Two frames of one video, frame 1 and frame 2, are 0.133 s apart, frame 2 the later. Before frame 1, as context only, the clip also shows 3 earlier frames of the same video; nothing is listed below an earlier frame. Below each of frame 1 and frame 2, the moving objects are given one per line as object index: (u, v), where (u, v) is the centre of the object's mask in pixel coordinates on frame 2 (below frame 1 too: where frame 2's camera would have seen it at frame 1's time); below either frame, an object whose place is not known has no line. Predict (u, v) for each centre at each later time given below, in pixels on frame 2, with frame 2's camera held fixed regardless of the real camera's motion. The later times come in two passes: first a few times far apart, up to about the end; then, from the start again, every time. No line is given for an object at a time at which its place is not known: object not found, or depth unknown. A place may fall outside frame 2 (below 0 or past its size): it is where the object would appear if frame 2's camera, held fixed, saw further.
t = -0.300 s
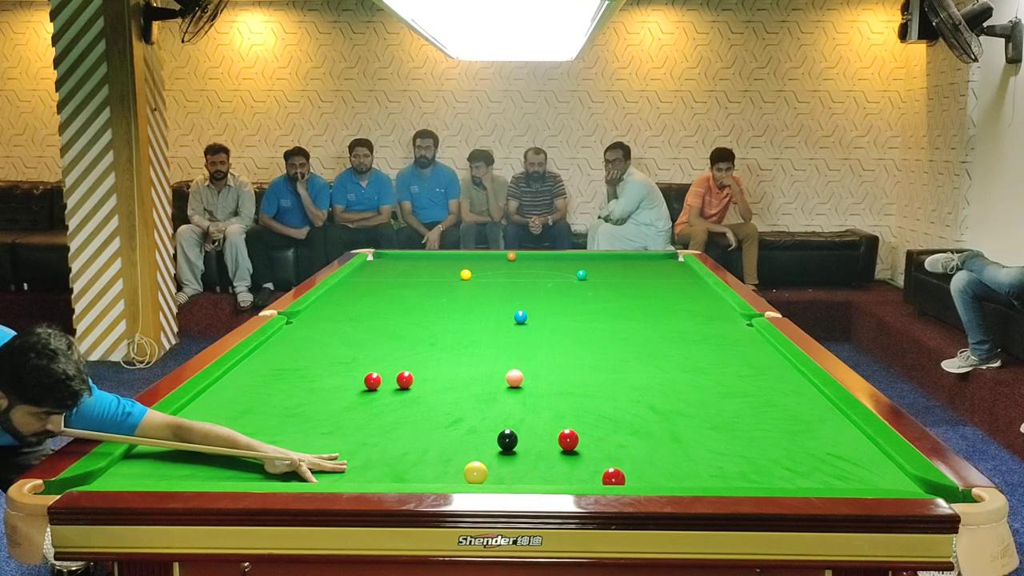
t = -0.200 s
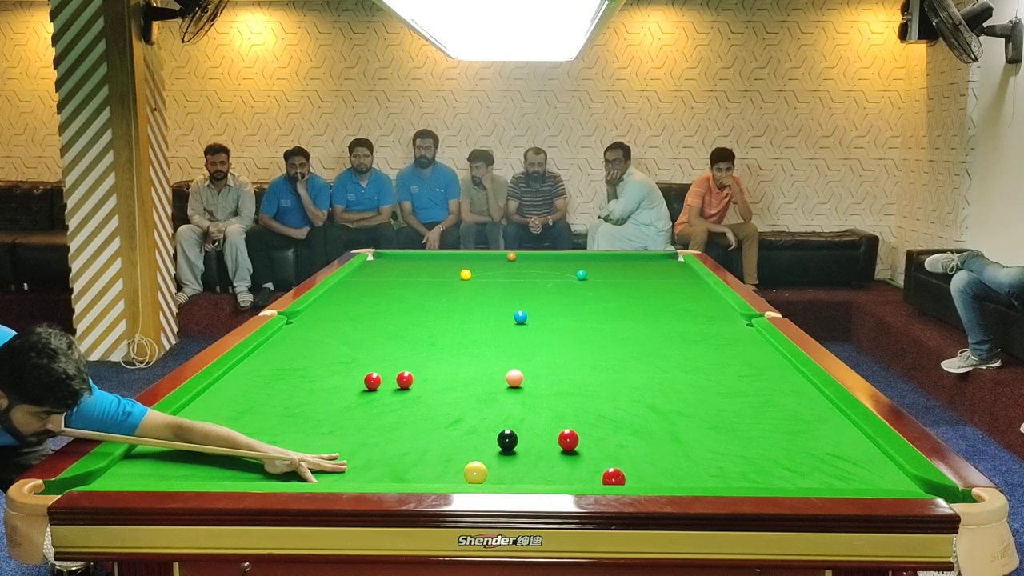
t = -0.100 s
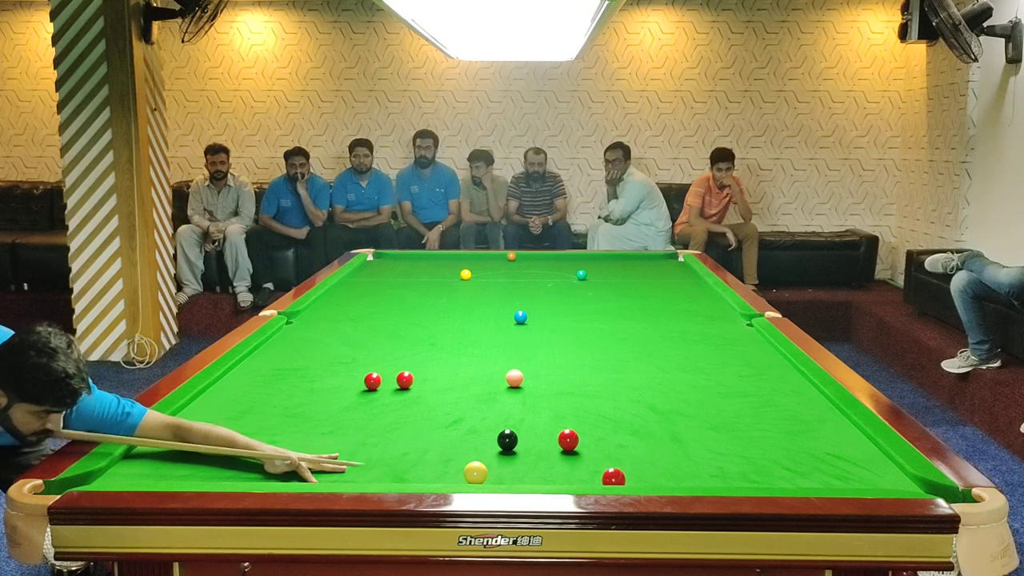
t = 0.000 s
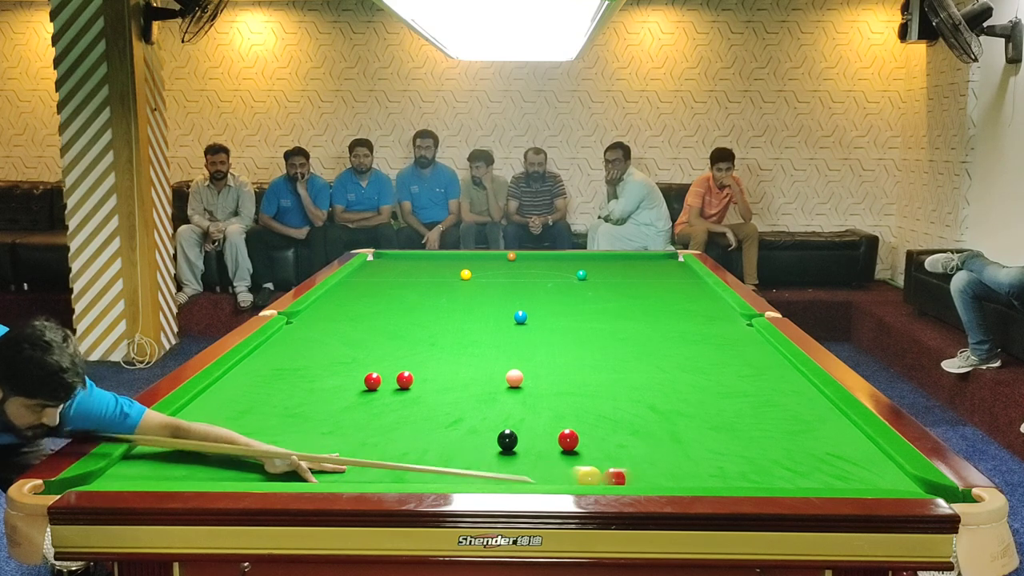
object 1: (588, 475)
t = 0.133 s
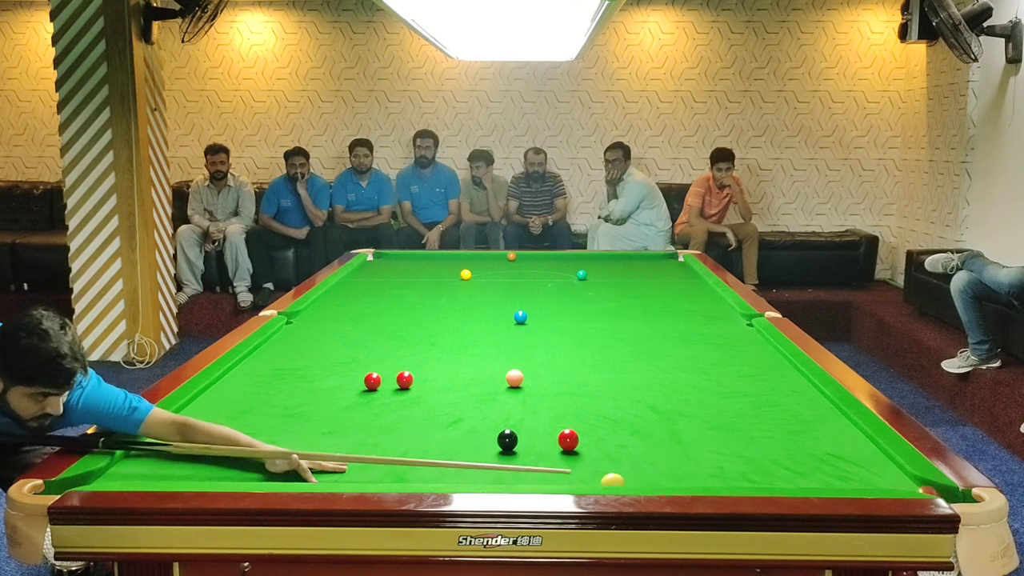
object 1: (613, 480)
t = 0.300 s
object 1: (667, 478)
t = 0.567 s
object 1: (774, 476)
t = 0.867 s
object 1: (890, 473)
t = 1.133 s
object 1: (827, 459)
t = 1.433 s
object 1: (766, 445)
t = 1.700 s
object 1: (718, 434)
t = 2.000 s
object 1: (671, 423)
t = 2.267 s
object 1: (634, 415)
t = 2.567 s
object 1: (597, 406)
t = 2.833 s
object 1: (567, 400)
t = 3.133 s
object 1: (537, 393)
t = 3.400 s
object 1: (514, 388)
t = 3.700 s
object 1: (490, 382)
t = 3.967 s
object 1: (471, 378)
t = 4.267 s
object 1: (453, 374)
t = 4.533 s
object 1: (439, 370)
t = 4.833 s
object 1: (424, 367)
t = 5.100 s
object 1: (413, 364)
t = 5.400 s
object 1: (402, 362)
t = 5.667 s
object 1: (393, 360)
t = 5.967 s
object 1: (385, 358)
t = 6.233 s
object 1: (380, 357)
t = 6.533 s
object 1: (374, 356)
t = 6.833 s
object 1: (370, 355)
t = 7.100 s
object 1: (369, 355)
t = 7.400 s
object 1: (368, 354)
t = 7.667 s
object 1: (368, 354)
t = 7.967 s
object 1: (368, 354)
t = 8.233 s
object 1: (368, 354)
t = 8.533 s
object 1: (368, 354)
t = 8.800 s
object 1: (368, 354)
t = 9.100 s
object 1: (368, 354)
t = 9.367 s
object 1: (368, 354)
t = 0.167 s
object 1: (621, 480)
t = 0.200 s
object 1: (631, 479)
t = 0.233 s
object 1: (642, 479)
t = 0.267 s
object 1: (654, 478)
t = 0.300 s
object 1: (667, 478)
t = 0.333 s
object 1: (680, 478)
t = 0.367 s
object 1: (693, 477)
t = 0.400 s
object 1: (707, 477)
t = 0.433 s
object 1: (720, 477)
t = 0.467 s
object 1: (734, 477)
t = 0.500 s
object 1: (747, 476)
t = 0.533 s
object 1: (760, 476)
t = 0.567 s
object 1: (774, 476)
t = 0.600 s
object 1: (787, 476)
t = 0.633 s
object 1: (800, 475)
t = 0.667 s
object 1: (813, 475)
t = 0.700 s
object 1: (826, 475)
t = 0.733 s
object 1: (839, 475)
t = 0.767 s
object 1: (852, 474)
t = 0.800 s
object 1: (865, 474)
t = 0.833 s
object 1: (877, 474)
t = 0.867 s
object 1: (890, 473)
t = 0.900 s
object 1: (894, 472)
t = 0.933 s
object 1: (882, 470)
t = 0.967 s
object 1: (870, 468)
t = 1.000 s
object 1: (859, 466)
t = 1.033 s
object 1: (850, 465)
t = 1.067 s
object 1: (842, 463)
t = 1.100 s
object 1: (834, 461)
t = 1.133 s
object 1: (827, 459)
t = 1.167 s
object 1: (820, 458)
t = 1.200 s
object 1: (812, 456)
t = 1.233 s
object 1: (806, 454)
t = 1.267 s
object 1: (799, 453)
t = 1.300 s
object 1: (792, 451)
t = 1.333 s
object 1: (785, 450)
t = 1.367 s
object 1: (779, 448)
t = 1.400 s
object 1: (772, 447)
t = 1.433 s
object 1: (766, 445)
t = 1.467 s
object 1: (760, 444)
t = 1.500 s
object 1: (753, 442)
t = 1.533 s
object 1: (747, 441)
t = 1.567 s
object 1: (742, 440)
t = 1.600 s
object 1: (736, 438)
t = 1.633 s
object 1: (730, 436)
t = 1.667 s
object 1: (724, 436)
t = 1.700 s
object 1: (718, 434)
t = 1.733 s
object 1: (713, 433)
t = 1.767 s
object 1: (707, 432)
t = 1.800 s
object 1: (702, 431)
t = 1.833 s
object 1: (697, 429)
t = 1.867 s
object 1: (692, 428)
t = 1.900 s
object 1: (686, 427)
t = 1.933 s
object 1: (681, 426)
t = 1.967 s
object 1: (676, 425)
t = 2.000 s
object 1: (671, 423)
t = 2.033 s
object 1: (667, 422)
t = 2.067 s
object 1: (662, 421)
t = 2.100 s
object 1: (657, 420)
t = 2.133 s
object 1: (652, 419)
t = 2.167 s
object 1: (648, 418)
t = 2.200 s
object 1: (643, 417)
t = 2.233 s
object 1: (639, 416)
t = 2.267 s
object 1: (634, 415)
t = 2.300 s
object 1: (630, 414)
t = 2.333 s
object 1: (626, 413)
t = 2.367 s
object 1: (621, 412)
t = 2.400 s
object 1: (617, 411)
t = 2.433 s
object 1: (613, 410)
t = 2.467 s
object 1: (609, 409)
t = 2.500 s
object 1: (605, 408)
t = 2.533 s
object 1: (601, 407)
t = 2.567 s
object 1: (597, 406)
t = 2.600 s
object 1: (593, 406)
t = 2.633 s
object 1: (589, 404)
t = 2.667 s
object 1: (586, 404)
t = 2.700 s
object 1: (582, 403)
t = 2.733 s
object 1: (578, 402)
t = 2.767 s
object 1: (574, 402)
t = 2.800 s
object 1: (571, 400)
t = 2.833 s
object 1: (567, 400)
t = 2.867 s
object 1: (564, 399)
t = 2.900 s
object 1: (560, 398)
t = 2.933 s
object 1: (557, 397)
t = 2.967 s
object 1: (554, 397)
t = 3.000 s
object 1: (550, 396)
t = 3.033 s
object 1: (547, 395)
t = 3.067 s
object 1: (544, 394)
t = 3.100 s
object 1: (541, 394)
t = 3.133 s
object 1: (537, 393)
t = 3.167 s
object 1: (534, 393)
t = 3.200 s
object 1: (531, 392)
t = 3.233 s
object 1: (528, 391)
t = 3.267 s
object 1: (526, 391)
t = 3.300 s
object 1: (522, 390)
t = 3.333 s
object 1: (520, 389)
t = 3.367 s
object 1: (517, 388)
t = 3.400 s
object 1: (514, 388)
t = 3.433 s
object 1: (511, 387)
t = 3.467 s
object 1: (508, 386)
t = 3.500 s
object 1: (506, 386)
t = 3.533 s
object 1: (503, 385)
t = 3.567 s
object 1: (500, 385)
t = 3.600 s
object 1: (498, 384)
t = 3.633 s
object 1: (495, 384)
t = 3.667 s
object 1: (493, 383)
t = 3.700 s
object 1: (490, 382)
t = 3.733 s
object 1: (488, 382)
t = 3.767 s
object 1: (485, 381)
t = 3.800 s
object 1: (483, 381)
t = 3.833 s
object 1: (481, 380)
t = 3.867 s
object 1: (478, 380)
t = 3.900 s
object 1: (476, 379)
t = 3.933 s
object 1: (474, 378)
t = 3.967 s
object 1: (471, 378)
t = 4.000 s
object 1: (470, 378)
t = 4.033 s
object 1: (468, 377)
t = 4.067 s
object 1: (465, 376)
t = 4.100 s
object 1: (463, 376)
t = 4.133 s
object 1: (461, 375)
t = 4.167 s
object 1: (459, 375)
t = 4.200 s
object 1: (457, 374)
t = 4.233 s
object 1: (455, 374)
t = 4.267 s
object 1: (453, 374)
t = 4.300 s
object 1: (451, 373)
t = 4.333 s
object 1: (449, 373)
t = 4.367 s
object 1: (448, 373)
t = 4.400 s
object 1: (446, 372)
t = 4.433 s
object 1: (444, 372)
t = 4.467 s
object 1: (442, 371)
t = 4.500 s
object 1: (440, 371)
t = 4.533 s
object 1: (439, 370)
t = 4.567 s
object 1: (437, 370)
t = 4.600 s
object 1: (435, 369)
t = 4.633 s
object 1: (433, 369)
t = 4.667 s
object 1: (432, 369)
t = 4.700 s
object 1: (430, 368)
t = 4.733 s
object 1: (429, 368)
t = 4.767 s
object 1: (427, 367)
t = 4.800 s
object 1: (426, 367)
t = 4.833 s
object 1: (424, 367)
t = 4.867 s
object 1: (423, 366)
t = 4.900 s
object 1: (421, 366)
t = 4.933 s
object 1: (420, 366)
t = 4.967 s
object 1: (418, 366)
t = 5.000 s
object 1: (417, 365)
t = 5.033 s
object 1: (416, 365)
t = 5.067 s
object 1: (414, 364)
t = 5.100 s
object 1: (413, 364)
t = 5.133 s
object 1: (412, 364)
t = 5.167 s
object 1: (410, 363)
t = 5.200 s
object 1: (409, 363)
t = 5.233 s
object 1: (408, 362)
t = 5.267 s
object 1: (407, 362)
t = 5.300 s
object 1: (405, 362)
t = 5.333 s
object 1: (404, 362)
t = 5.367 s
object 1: (403, 362)
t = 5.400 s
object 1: (402, 362)
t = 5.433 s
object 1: (401, 361)
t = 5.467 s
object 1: (399, 361)
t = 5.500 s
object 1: (398, 361)
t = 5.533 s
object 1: (397, 360)
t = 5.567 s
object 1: (396, 360)
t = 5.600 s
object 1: (395, 360)
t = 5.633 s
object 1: (394, 360)
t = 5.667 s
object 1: (393, 360)
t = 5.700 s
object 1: (392, 360)
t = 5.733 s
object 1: (391, 359)
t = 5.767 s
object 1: (390, 359)
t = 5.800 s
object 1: (389, 359)
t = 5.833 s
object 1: (388, 359)
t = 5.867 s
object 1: (388, 359)
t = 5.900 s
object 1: (387, 358)
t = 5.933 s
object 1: (386, 358)
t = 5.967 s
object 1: (385, 358)
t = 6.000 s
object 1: (384, 358)
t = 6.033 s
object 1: (383, 358)
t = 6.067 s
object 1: (383, 358)
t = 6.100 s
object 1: (382, 357)
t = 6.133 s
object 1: (381, 357)
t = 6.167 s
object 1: (381, 357)
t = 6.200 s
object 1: (380, 357)
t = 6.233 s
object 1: (380, 357)
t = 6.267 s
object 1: (379, 357)
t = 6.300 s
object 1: (378, 357)
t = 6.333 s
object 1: (377, 356)
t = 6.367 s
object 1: (377, 356)
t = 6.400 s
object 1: (376, 356)
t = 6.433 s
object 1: (375, 356)
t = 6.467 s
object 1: (375, 356)
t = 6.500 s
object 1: (375, 356)
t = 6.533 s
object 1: (374, 356)
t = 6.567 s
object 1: (374, 356)
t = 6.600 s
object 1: (373, 355)
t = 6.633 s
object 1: (373, 356)
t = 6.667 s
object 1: (373, 355)
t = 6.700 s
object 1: (372, 355)
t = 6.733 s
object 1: (372, 355)
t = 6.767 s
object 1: (371, 355)
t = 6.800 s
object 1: (371, 355)
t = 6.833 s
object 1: (370, 355)
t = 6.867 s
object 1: (370, 355)
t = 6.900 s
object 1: (370, 355)
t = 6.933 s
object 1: (370, 355)
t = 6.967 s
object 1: (370, 355)
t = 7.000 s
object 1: (369, 355)
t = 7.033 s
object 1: (369, 355)
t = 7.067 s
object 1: (369, 355)
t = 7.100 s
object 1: (369, 355)
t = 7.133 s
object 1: (369, 355)
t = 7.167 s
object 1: (369, 355)
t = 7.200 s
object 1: (368, 355)
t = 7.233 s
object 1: (368, 355)
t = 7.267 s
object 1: (368, 355)
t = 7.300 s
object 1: (368, 354)
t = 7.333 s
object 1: (368, 355)
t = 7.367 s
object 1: (368, 354)
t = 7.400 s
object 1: (368, 354)
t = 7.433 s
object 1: (368, 354)
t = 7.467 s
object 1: (368, 354)
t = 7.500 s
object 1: (368, 354)
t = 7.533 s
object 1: (368, 354)
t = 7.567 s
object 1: (368, 354)
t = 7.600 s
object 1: (368, 354)
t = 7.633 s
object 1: (368, 354)
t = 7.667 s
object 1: (368, 354)
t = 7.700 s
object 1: (368, 354)
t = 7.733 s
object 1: (368, 354)
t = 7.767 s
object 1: (368, 354)
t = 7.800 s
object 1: (368, 354)
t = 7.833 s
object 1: (368, 354)
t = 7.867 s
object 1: (368, 354)
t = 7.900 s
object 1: (368, 354)
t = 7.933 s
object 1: (368, 354)
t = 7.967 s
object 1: (368, 354)
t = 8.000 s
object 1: (368, 354)
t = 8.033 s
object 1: (368, 354)
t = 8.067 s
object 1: (368, 354)
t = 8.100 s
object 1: (368, 354)
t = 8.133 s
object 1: (368, 354)
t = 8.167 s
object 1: (368, 354)
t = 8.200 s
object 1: (368, 354)
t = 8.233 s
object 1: (368, 354)
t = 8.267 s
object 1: (368, 354)
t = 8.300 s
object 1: (368, 354)
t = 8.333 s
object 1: (368, 354)
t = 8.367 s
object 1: (368, 354)
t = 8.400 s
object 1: (368, 354)
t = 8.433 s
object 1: (368, 354)
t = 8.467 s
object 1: (368, 354)
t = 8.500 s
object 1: (368, 354)
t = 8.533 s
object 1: (368, 354)
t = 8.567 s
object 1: (368, 354)
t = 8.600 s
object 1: (368, 354)
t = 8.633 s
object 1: (368, 354)
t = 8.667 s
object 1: (368, 354)
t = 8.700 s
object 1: (368, 354)
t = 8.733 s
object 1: (368, 354)
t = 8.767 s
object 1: (368, 354)
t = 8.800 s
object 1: (368, 354)
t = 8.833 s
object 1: (368, 354)
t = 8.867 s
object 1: (368, 354)
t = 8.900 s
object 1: (368, 354)
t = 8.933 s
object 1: (368, 354)
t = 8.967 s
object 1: (368, 354)
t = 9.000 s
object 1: (368, 354)
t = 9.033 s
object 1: (368, 354)
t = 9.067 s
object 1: (368, 354)
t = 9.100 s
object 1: (368, 354)
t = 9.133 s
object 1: (368, 354)
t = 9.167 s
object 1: (368, 354)
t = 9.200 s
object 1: (368, 354)
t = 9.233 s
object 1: (368, 354)
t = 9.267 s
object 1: (368, 354)
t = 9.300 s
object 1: (368, 354)
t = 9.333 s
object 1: (368, 354)
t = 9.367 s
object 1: (368, 354)
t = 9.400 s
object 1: (368, 354)
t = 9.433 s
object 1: (368, 354)
